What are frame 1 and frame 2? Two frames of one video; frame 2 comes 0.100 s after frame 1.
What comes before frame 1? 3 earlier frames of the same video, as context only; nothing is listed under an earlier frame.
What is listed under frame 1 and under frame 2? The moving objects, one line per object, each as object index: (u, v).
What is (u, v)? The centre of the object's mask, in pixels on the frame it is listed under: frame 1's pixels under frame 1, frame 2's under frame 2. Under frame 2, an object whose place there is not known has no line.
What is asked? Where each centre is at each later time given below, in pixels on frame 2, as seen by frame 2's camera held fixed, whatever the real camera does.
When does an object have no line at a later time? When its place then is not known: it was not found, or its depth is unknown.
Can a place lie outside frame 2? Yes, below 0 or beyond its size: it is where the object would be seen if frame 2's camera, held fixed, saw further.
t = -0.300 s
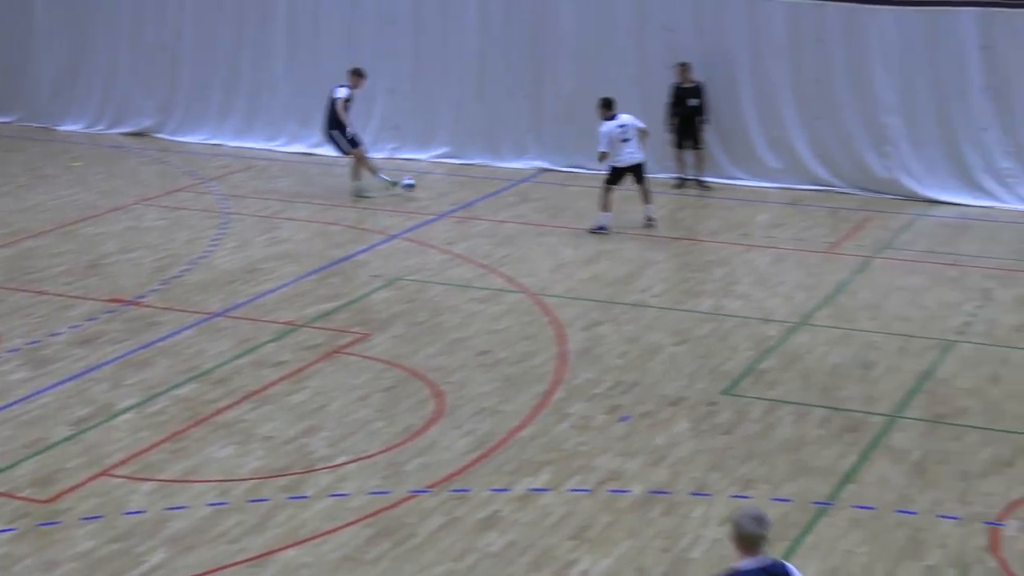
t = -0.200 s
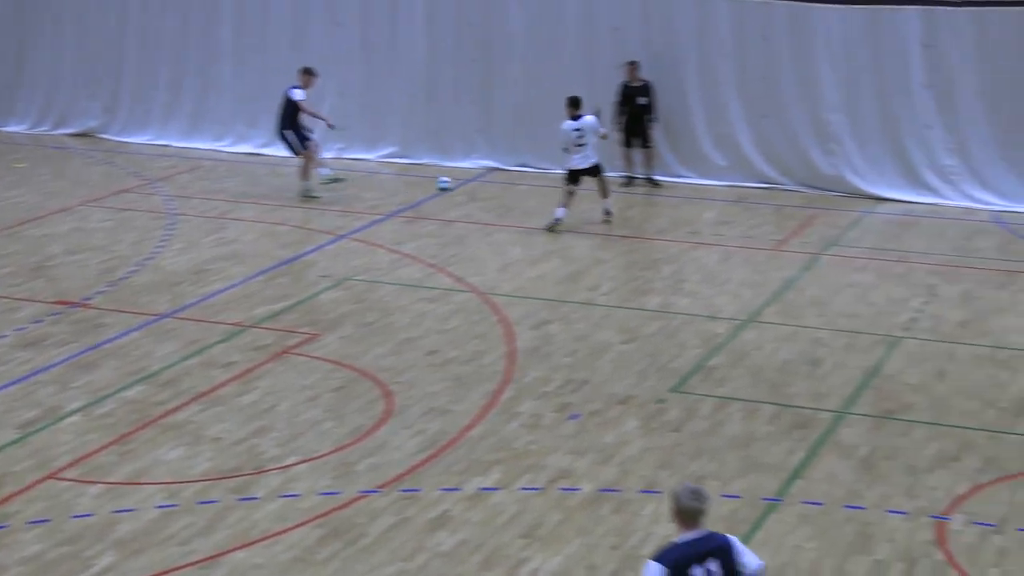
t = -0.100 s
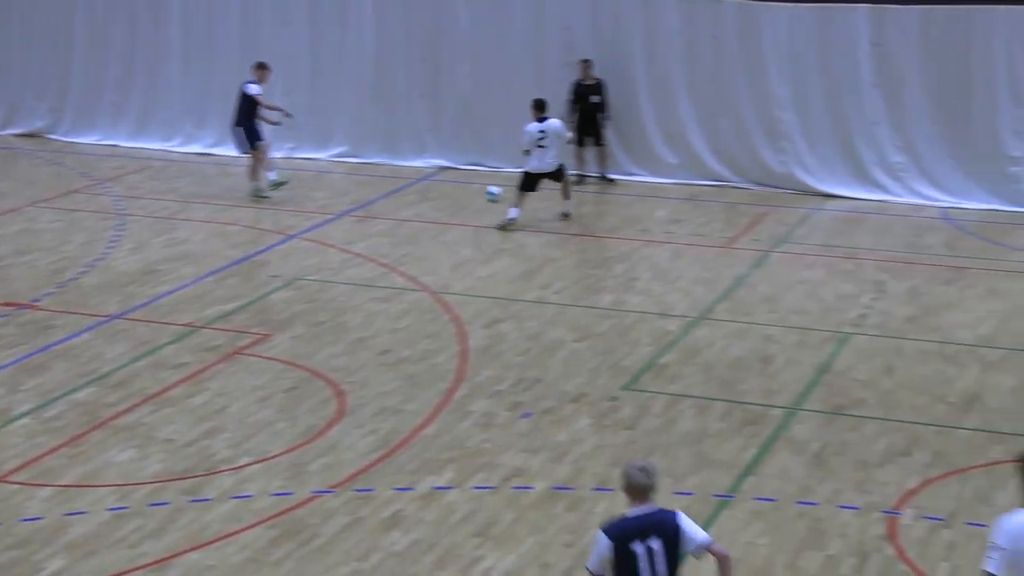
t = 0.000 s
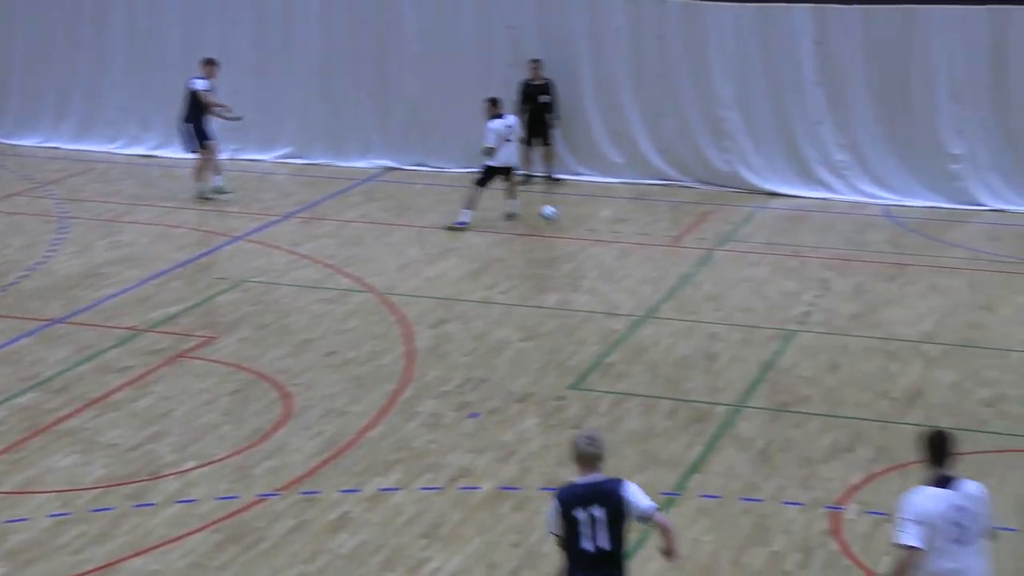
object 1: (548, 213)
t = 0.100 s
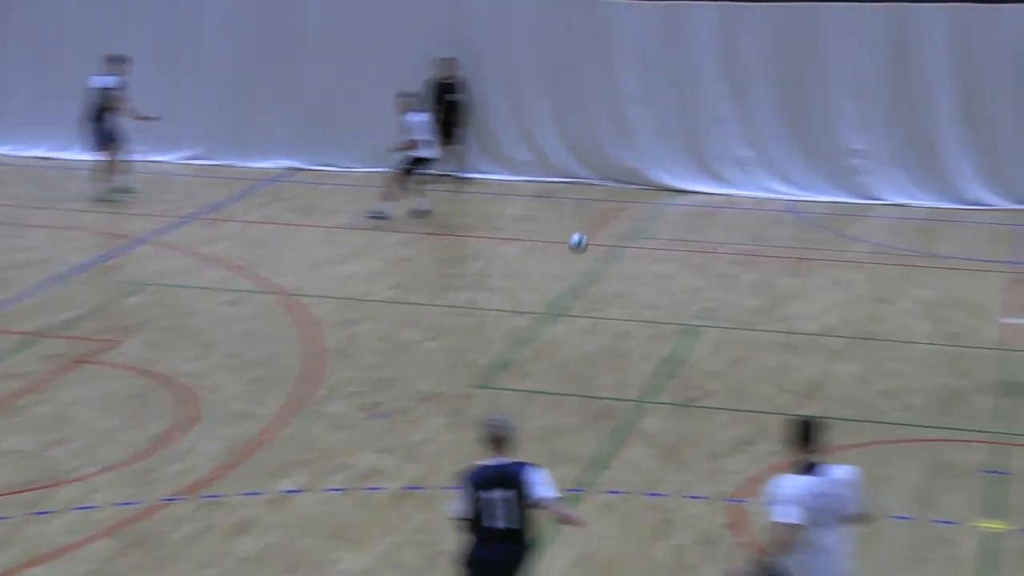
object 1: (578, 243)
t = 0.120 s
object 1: (601, 250)
